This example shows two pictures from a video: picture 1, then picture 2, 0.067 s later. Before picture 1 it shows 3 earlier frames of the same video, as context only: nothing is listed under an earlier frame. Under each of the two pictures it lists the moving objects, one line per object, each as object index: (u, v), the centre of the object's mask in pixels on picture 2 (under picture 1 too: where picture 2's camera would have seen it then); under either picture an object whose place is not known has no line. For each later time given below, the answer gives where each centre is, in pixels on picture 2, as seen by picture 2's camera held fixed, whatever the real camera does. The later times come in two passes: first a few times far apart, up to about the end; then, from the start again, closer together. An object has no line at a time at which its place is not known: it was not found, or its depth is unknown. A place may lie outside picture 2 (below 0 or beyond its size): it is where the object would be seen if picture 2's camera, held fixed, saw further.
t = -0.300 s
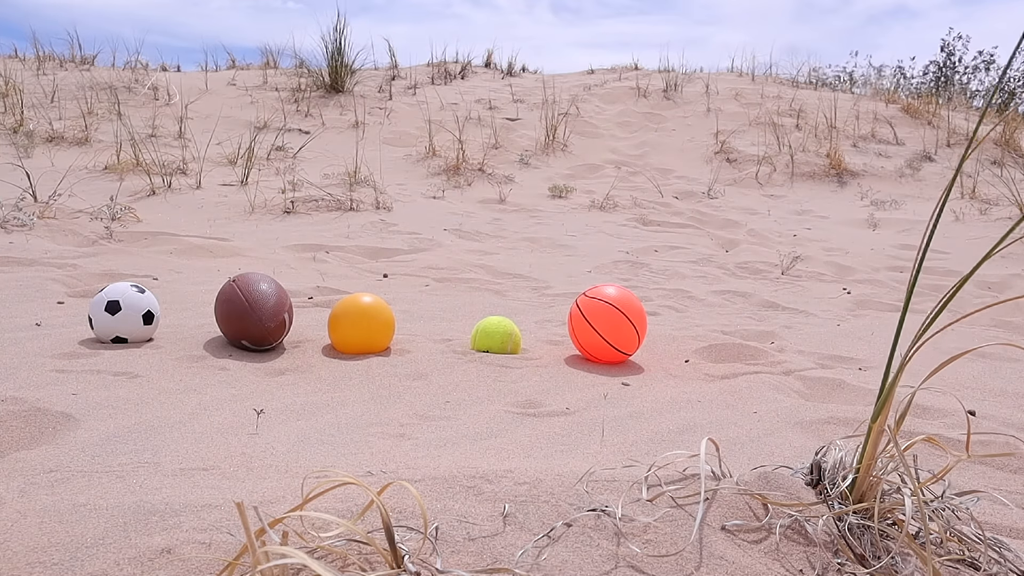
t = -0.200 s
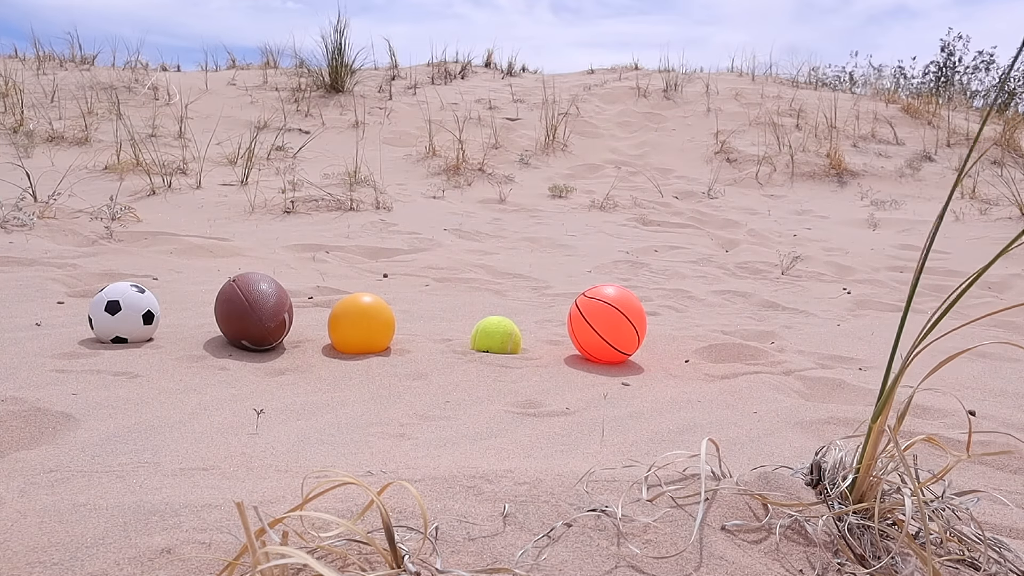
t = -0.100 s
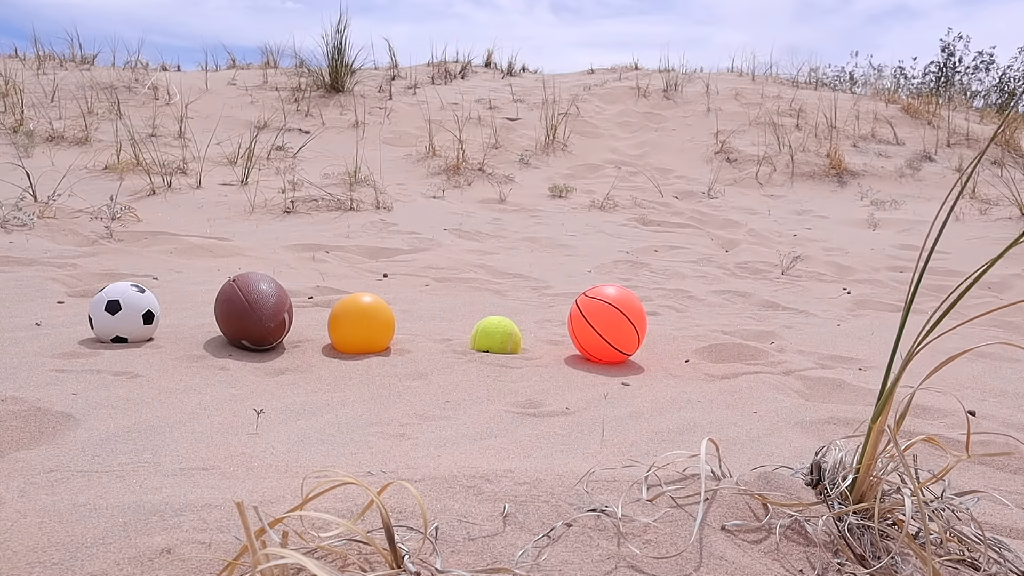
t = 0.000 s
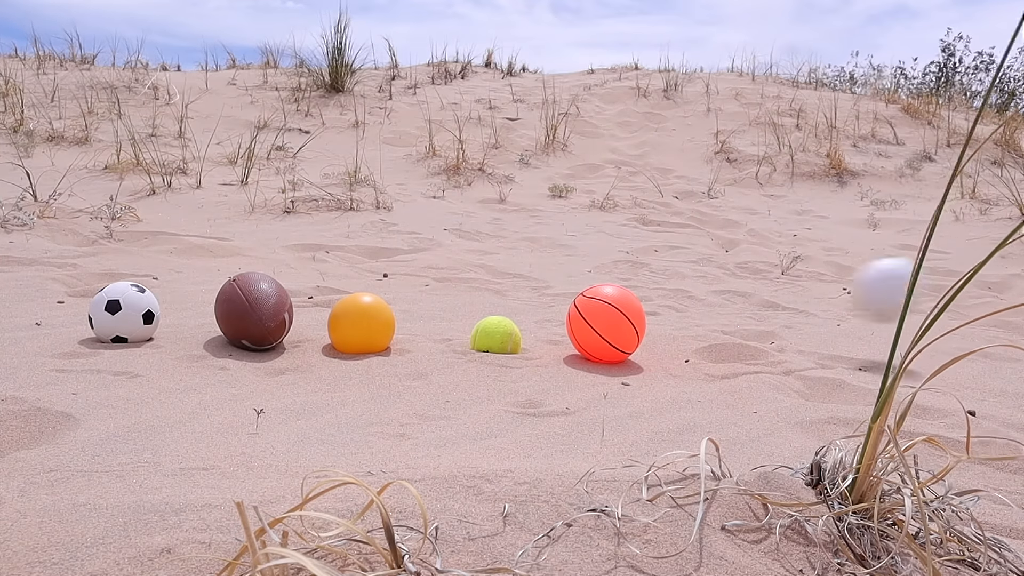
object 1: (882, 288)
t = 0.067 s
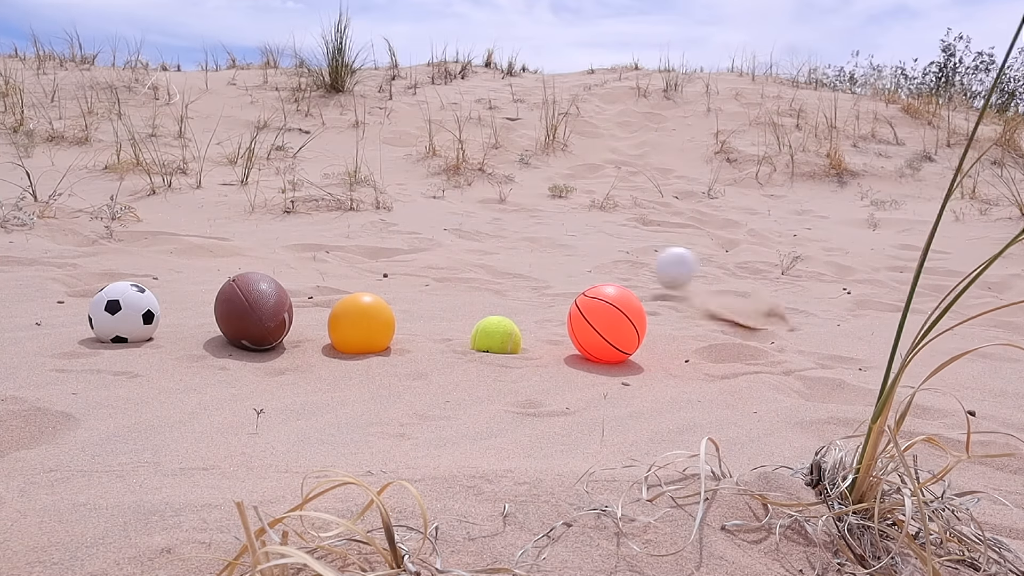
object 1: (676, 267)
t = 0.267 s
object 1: (503, 205)
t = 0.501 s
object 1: (447, 142)
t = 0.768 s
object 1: (399, 109)
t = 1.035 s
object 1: (369, 126)
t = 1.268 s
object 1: (364, 114)
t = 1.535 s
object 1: (377, 120)
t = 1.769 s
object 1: (389, 125)
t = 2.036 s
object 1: (405, 132)
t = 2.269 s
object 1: (423, 138)
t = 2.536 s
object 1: (448, 147)
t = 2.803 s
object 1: (474, 154)
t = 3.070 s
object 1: (510, 168)
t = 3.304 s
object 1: (555, 180)
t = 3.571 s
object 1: (613, 190)
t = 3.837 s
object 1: (660, 206)
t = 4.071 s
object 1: (701, 223)
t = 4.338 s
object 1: (724, 222)
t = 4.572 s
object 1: (741, 232)
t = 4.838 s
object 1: (734, 235)
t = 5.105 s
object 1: (720, 237)
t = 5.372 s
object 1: (730, 240)
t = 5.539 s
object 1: (730, 240)
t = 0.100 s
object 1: (623, 252)
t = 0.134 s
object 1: (585, 243)
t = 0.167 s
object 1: (558, 226)
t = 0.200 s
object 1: (536, 216)
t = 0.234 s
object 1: (517, 211)
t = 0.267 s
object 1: (503, 205)
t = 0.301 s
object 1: (492, 197)
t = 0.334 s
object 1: (481, 190)
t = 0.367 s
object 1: (472, 184)
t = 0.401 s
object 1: (465, 177)
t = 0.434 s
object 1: (459, 168)
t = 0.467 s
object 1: (452, 159)
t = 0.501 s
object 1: (447, 142)
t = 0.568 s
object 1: (434, 120)
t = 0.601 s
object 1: (428, 113)
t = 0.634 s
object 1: (420, 107)
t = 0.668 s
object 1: (415, 105)
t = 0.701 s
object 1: (410, 104)
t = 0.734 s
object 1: (404, 106)
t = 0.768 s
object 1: (399, 109)
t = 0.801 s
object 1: (394, 114)
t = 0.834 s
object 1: (390, 121)
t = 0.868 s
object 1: (385, 131)
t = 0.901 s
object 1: (380, 136)
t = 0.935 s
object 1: (377, 133)
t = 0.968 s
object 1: (373, 131)
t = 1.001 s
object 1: (371, 129)
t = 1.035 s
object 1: (369, 126)
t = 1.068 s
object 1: (367, 124)
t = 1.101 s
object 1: (364, 122)
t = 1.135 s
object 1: (363, 120)
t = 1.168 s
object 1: (363, 118)
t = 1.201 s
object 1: (362, 116)
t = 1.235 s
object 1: (363, 114)
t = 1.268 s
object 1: (364, 114)
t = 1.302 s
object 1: (364, 116)
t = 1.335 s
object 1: (365, 118)
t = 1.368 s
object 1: (368, 119)
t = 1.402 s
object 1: (370, 119)
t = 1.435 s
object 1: (371, 119)
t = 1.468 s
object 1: (373, 120)
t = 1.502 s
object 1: (375, 120)
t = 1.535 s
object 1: (377, 120)
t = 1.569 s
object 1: (379, 121)
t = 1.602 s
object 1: (381, 121)
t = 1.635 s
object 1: (382, 122)
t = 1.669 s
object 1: (384, 123)
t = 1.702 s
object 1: (386, 123)
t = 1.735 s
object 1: (387, 124)
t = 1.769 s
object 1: (389, 125)
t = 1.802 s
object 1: (391, 126)
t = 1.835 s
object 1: (393, 128)
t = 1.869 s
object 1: (394, 129)
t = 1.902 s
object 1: (397, 130)
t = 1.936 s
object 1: (398, 131)
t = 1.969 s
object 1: (400, 131)
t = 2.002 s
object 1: (402, 131)
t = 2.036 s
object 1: (405, 132)
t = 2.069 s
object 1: (408, 132)
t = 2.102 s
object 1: (411, 133)
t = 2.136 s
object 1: (413, 133)
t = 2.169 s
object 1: (416, 134)
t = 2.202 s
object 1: (419, 136)
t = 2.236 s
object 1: (421, 138)
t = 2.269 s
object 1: (423, 138)
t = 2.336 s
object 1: (431, 137)
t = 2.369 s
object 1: (436, 140)
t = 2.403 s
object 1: (438, 141)
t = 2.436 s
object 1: (440, 143)
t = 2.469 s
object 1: (441, 144)
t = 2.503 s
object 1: (445, 146)
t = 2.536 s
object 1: (448, 147)
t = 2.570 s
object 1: (450, 149)
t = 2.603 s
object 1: (451, 149)
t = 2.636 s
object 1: (456, 150)
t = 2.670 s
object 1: (460, 149)
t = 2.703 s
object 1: (465, 149)
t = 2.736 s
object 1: (468, 150)
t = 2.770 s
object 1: (471, 153)
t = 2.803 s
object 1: (474, 154)
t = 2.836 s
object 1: (477, 156)
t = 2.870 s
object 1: (480, 156)
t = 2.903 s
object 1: (485, 157)
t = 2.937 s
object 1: (490, 161)
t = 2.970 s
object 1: (494, 162)
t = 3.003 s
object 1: (499, 164)
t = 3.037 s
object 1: (504, 166)
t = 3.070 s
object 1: (510, 168)
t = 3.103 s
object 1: (515, 170)
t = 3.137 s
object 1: (521, 173)
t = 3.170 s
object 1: (528, 176)
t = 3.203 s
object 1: (535, 178)
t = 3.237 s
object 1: (542, 179)
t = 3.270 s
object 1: (548, 180)
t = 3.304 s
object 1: (555, 180)
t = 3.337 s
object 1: (562, 179)
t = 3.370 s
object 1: (570, 180)
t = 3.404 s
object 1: (578, 187)
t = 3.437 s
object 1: (585, 189)
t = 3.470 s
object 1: (592, 190)
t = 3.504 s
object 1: (599, 191)
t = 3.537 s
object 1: (609, 192)
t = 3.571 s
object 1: (613, 190)
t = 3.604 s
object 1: (620, 191)
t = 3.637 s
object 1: (625, 193)
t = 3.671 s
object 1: (631, 195)
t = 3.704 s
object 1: (637, 198)
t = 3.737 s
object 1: (642, 199)
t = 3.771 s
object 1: (648, 201)
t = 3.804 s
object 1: (654, 204)
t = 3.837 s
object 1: (660, 206)
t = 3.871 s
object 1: (666, 208)
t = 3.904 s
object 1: (671, 210)
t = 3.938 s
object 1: (677, 212)
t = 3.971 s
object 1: (684, 217)
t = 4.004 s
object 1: (689, 219)
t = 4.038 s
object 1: (696, 223)
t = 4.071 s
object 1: (701, 223)
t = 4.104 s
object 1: (705, 221)
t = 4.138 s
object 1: (708, 220)
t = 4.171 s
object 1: (710, 220)
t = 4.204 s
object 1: (712, 220)
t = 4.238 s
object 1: (715, 219)
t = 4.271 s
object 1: (718, 220)
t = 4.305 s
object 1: (721, 221)
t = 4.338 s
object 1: (724, 222)
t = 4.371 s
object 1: (727, 223)
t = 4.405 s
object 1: (730, 225)
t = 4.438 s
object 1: (734, 227)
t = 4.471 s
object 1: (737, 231)
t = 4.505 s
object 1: (738, 233)
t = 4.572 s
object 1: (741, 232)
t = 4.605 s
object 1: (741, 232)
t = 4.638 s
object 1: (742, 232)
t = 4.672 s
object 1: (742, 232)
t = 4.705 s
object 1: (742, 232)
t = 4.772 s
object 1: (739, 233)
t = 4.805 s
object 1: (737, 234)
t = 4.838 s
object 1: (734, 235)
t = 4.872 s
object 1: (731, 238)
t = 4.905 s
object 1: (727, 239)
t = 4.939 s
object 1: (724, 239)
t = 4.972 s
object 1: (722, 238)
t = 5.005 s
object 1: (720, 238)
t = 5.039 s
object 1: (720, 238)
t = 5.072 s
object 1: (720, 237)
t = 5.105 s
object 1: (720, 237)
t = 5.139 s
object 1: (721, 237)
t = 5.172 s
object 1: (722, 238)
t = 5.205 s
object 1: (723, 238)
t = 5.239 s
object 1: (724, 238)
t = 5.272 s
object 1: (725, 238)
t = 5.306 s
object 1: (726, 238)
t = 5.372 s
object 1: (730, 240)
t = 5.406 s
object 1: (731, 240)
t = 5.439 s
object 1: (731, 240)
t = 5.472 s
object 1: (731, 240)
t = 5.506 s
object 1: (730, 240)
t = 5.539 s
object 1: (730, 240)
